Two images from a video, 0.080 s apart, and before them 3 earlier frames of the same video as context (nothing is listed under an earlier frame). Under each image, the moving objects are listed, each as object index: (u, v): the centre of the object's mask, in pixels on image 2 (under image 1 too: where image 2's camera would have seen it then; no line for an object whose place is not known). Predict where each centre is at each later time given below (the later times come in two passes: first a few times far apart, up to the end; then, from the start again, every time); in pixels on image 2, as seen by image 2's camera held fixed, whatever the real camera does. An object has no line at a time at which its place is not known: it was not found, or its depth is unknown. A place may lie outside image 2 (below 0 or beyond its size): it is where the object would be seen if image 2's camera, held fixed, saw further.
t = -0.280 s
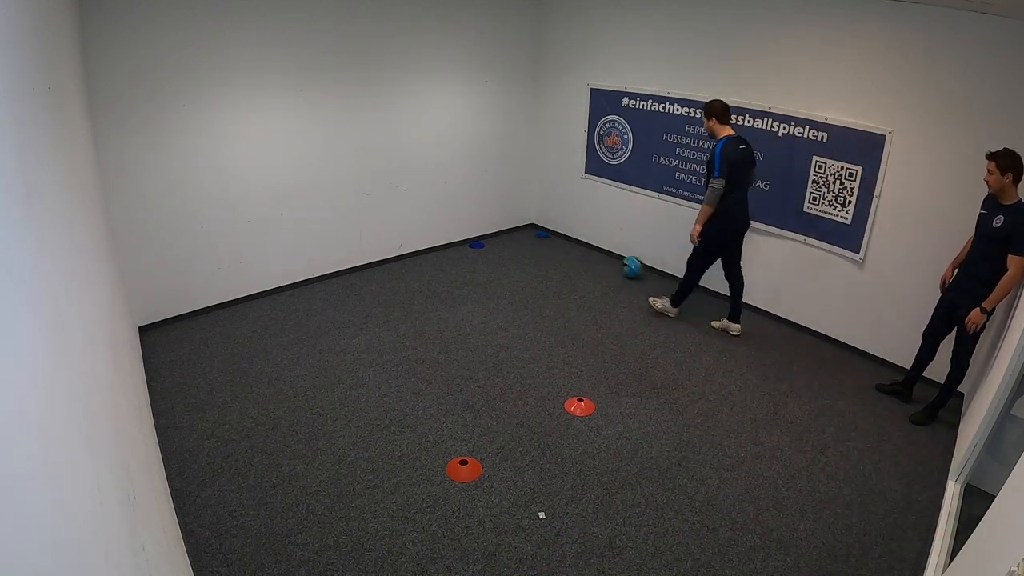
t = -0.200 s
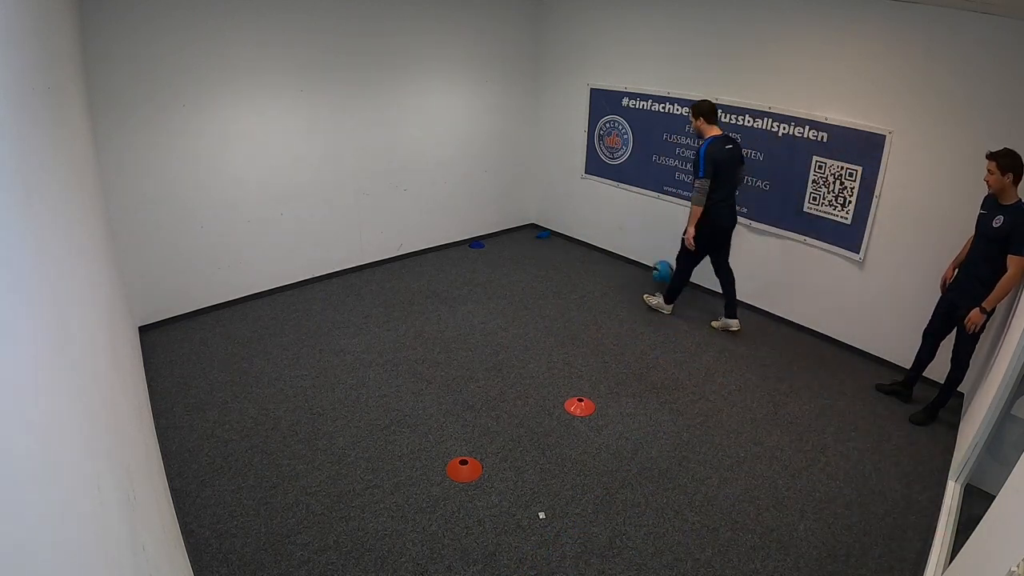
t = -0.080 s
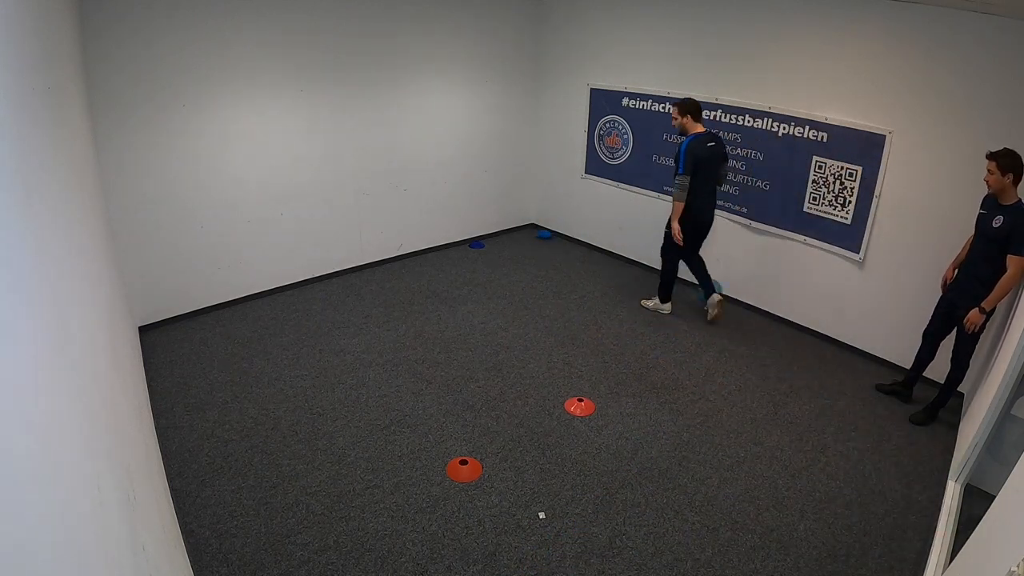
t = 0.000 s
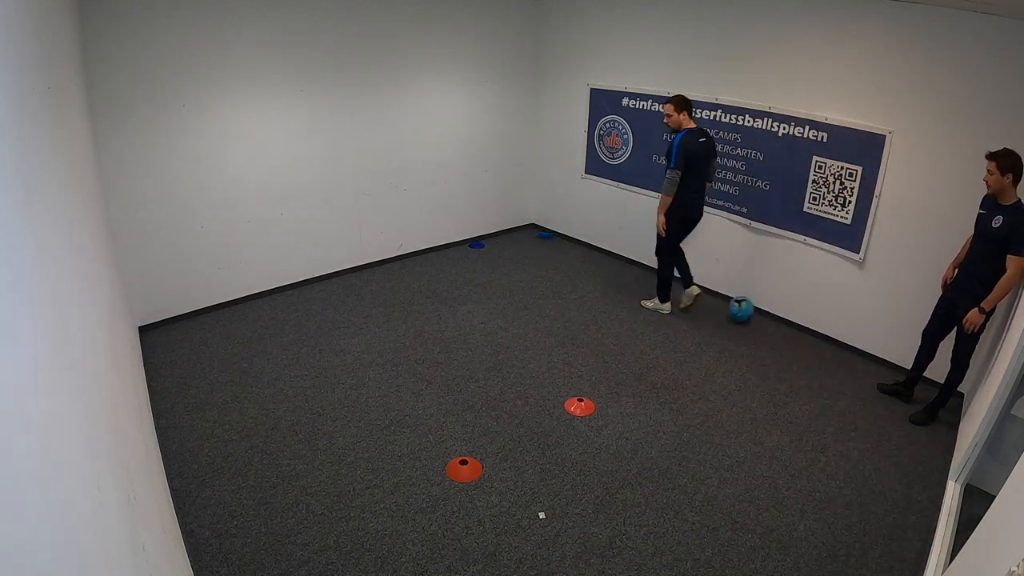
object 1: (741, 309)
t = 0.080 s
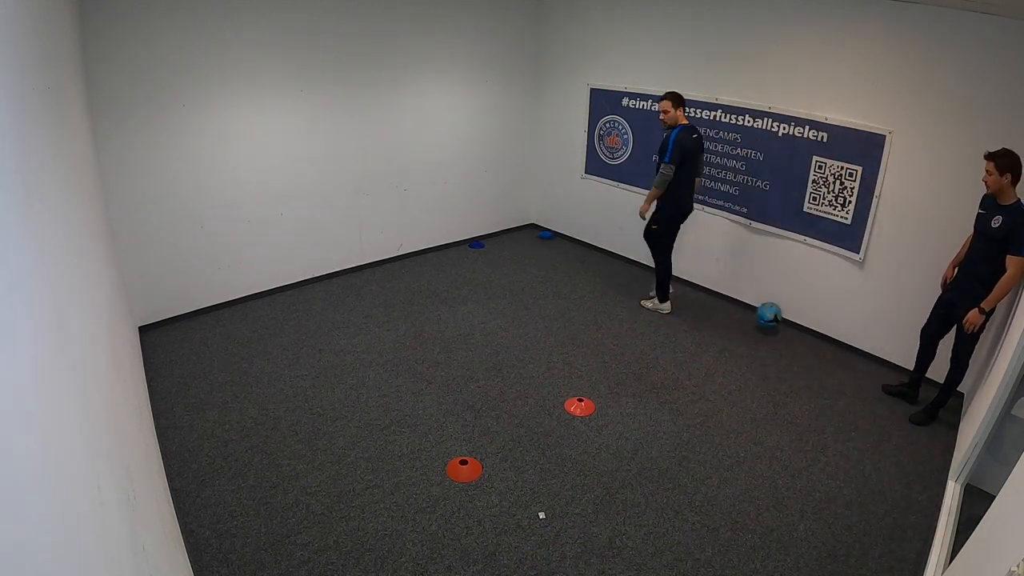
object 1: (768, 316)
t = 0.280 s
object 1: (835, 344)
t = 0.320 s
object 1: (848, 348)
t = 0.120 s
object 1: (782, 320)
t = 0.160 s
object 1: (796, 328)
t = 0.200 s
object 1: (809, 339)
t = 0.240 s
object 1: (822, 342)
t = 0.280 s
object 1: (835, 344)
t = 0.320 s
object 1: (848, 348)
